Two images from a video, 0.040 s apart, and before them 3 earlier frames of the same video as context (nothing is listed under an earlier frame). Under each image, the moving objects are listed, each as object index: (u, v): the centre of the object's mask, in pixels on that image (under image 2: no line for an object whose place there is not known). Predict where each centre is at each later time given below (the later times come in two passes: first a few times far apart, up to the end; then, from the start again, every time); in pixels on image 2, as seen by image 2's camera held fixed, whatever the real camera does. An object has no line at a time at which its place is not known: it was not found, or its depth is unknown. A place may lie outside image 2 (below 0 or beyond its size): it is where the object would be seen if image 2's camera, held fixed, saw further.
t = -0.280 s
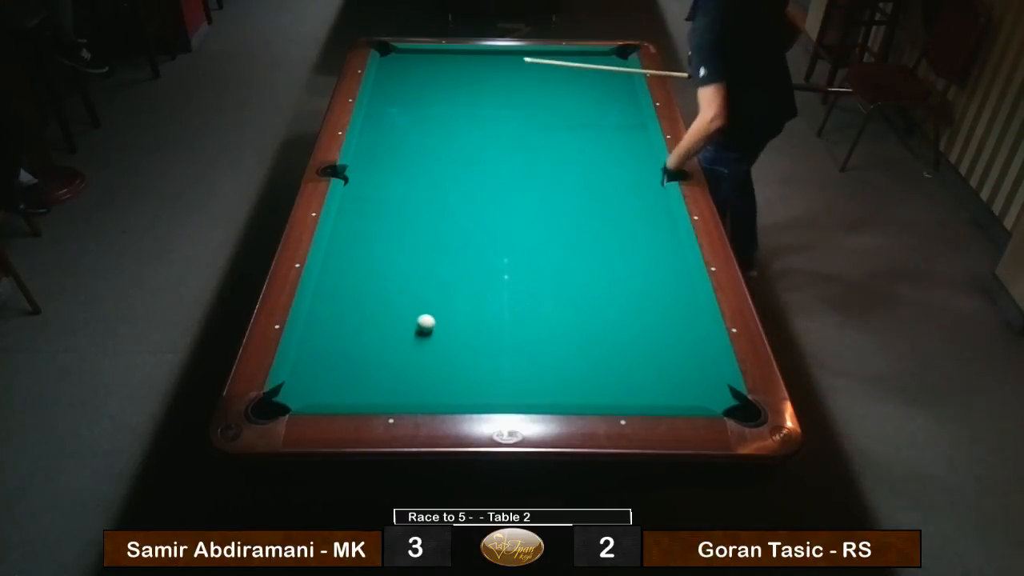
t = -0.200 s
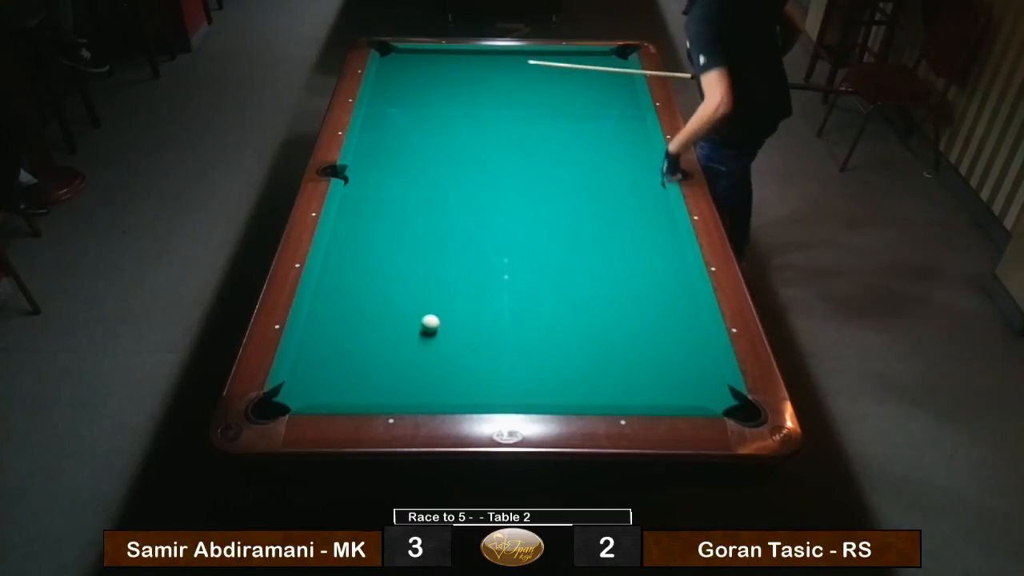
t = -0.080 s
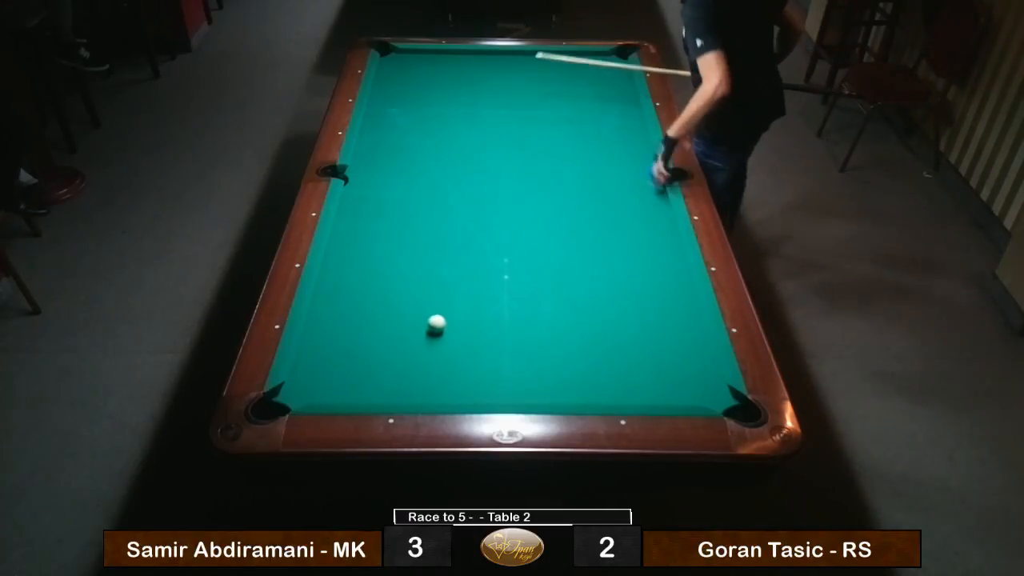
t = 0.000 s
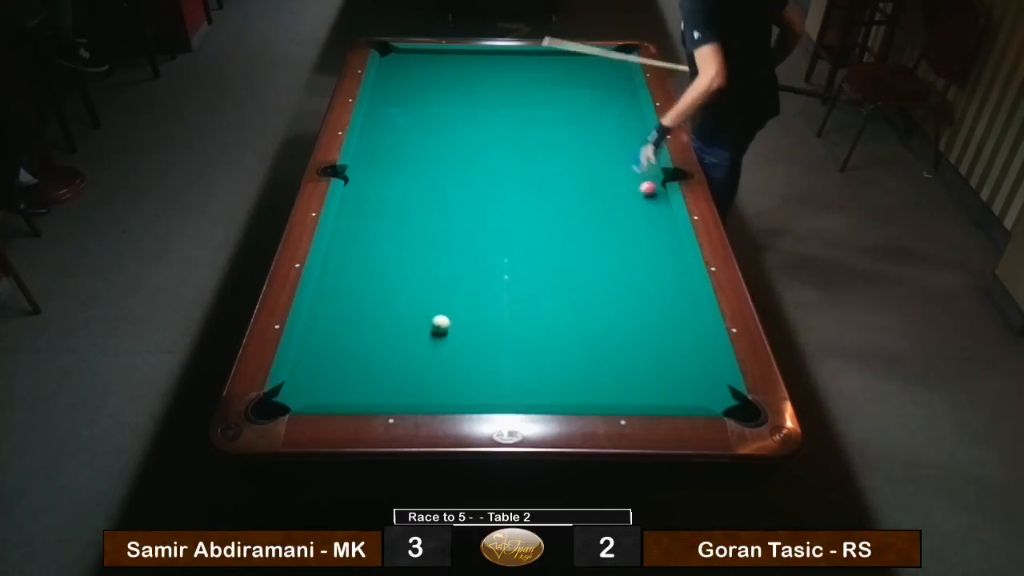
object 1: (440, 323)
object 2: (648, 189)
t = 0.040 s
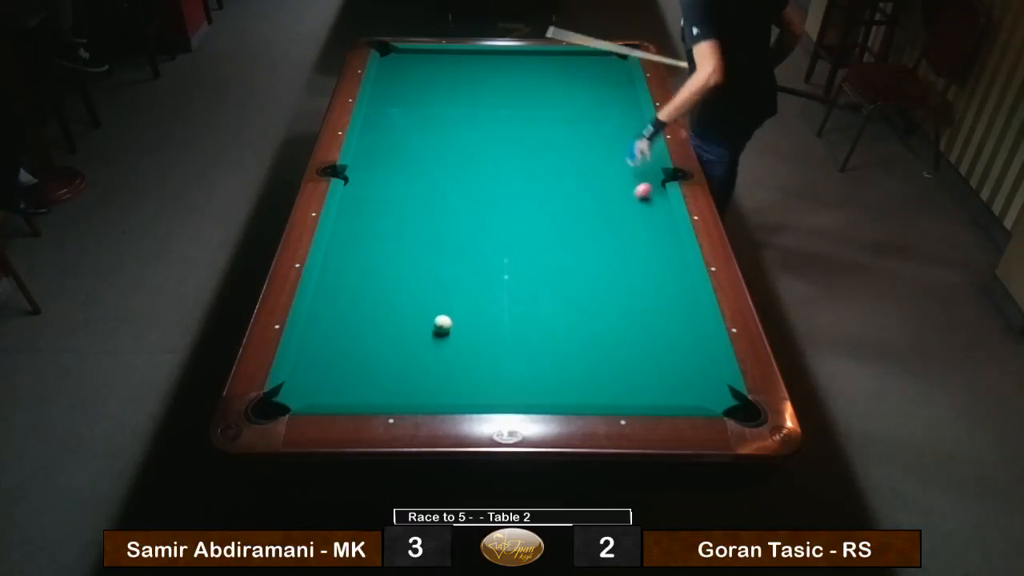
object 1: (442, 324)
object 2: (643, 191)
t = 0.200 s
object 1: (450, 324)
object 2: (625, 203)
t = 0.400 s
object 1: (458, 324)
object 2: (602, 218)
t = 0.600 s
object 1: (465, 324)
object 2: (580, 232)
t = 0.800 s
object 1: (469, 321)
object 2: (556, 247)
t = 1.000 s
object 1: (475, 323)
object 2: (532, 262)
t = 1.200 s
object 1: (479, 323)
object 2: (508, 278)
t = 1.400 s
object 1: (482, 323)
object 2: (483, 294)
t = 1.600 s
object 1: (483, 323)
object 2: (459, 310)
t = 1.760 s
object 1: (484, 323)
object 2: (438, 323)
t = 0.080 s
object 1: (444, 323)
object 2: (638, 195)
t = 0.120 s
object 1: (446, 324)
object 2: (634, 198)
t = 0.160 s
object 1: (448, 324)
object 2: (629, 201)
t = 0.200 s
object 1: (450, 324)
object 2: (625, 203)
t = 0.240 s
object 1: (451, 324)
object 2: (620, 207)
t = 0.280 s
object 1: (453, 324)
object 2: (616, 209)
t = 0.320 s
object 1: (455, 324)
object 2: (612, 212)
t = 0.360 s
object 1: (456, 324)
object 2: (607, 215)
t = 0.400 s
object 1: (458, 324)
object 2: (602, 218)
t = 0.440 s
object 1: (459, 324)
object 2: (598, 221)
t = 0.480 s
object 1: (461, 324)
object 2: (593, 224)
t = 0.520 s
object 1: (462, 324)
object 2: (589, 226)
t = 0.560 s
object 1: (463, 324)
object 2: (584, 230)
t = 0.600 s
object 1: (465, 324)
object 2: (580, 232)
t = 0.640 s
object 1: (466, 324)
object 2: (575, 235)
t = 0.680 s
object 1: (467, 324)
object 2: (570, 238)
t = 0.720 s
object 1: (468, 324)
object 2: (566, 241)
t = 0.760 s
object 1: (470, 324)
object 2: (561, 244)
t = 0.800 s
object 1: (469, 321)
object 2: (556, 247)
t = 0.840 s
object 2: (552, 250)
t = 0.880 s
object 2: (547, 254)
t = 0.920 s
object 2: (542, 256)
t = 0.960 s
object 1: (476, 322)
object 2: (537, 259)
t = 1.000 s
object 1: (475, 323)
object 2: (532, 262)
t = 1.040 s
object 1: (476, 323)
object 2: (527, 266)
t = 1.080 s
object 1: (477, 323)
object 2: (523, 269)
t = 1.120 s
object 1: (478, 323)
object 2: (518, 272)
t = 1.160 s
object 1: (478, 323)
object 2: (513, 275)
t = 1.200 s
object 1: (479, 323)
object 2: (508, 278)
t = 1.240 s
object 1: (480, 323)
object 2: (503, 282)
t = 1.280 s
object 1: (480, 323)
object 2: (499, 284)
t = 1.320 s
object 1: (481, 323)
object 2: (494, 288)
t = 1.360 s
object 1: (481, 323)
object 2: (489, 291)
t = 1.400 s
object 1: (482, 323)
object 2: (483, 294)
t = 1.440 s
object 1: (482, 323)
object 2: (479, 297)
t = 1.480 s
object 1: (482, 323)
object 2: (473, 300)
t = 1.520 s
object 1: (483, 323)
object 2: (468, 304)
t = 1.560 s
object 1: (483, 323)
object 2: (463, 306)
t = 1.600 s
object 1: (483, 323)
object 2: (459, 310)
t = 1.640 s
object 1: (483, 322)
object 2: (453, 313)
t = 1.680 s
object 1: (483, 322)
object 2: (448, 317)
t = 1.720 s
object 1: (484, 322)
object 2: (443, 320)
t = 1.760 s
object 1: (484, 323)
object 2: (438, 323)
